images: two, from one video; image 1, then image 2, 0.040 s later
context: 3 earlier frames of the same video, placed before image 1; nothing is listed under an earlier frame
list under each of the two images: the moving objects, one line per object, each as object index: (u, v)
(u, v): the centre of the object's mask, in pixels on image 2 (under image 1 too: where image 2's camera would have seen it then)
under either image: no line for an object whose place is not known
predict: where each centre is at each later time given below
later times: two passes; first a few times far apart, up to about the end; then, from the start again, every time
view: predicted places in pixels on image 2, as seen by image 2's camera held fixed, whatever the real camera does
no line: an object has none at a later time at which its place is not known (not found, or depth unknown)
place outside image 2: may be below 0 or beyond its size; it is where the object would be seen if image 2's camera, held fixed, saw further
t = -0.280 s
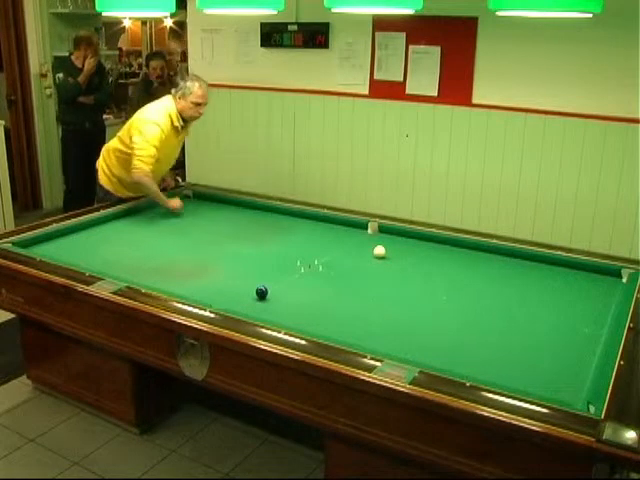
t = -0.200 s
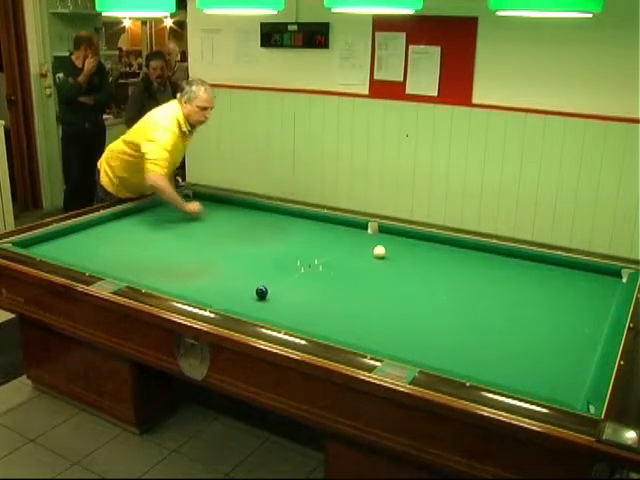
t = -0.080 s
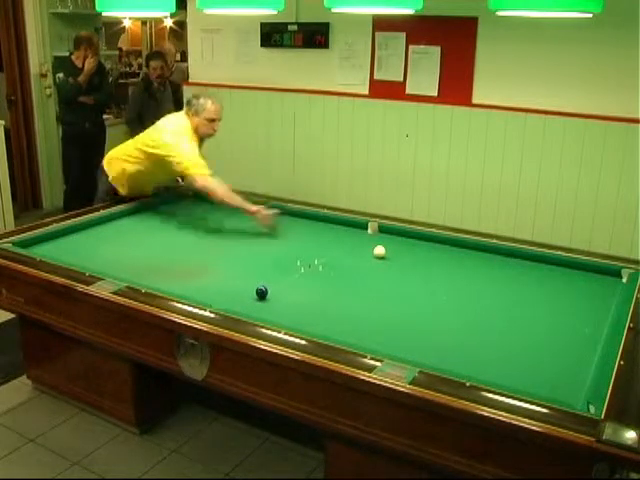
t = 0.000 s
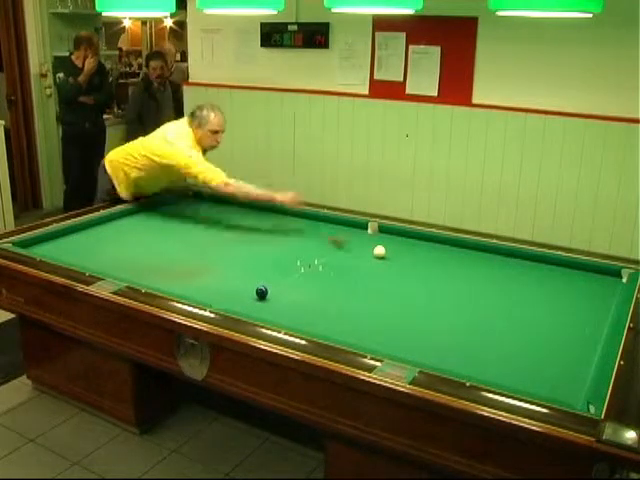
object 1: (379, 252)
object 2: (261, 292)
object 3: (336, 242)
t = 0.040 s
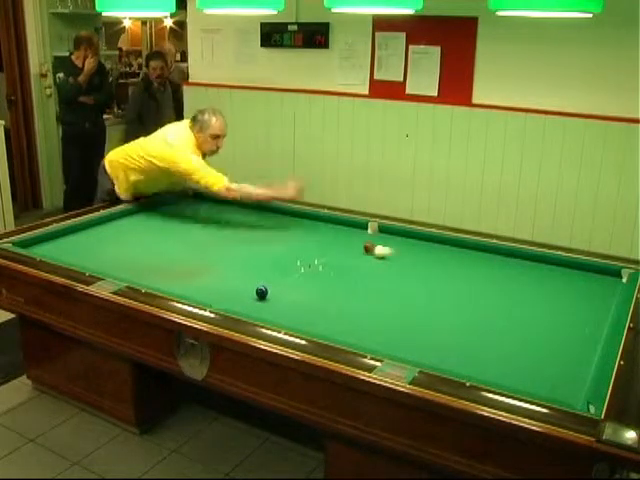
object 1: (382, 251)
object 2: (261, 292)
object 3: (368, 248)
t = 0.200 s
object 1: (531, 281)
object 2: (261, 292)
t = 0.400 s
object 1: (521, 278)
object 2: (261, 292)
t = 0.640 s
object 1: (400, 262)
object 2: (261, 292)
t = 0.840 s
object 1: (380, 271)
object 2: (261, 292)
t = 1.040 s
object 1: (351, 276)
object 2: (261, 292)
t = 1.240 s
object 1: (319, 280)
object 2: (261, 292)
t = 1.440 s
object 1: (286, 284)
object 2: (261, 292)
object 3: (192, 201)
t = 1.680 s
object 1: (248, 286)
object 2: (258, 296)
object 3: (216, 209)
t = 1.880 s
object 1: (218, 285)
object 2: (253, 301)
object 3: (236, 216)
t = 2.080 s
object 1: (189, 285)
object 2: (247, 307)
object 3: (257, 223)
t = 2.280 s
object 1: (161, 282)
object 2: (244, 309)
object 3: (279, 231)
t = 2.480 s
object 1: (138, 279)
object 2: (245, 310)
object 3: (303, 239)
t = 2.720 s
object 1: (129, 273)
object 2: (251, 310)
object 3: (333, 250)
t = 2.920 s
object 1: (123, 270)
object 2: (256, 309)
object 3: (361, 260)
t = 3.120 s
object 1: (116, 265)
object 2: (261, 308)
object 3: (390, 269)
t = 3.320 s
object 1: (110, 261)
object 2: (265, 307)
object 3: (421, 280)
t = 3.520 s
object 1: (105, 256)
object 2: (269, 305)
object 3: (454, 291)
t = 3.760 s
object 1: (100, 252)
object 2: (273, 304)
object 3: (497, 306)
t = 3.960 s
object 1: (94, 248)
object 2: (276, 303)
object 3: (535, 320)
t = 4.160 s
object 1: (89, 244)
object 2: (279, 302)
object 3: (576, 334)
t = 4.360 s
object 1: (85, 240)
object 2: (281, 300)
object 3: (584, 339)
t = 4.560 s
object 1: (81, 238)
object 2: (283, 300)
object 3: (555, 336)
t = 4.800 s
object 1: (77, 233)
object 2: (285, 298)
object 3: (522, 332)
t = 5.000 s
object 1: (74, 231)
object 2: (286, 298)
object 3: (496, 329)
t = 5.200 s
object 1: (76, 230)
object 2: (287, 298)
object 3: (470, 326)
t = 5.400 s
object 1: (82, 230)
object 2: (287, 297)
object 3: (445, 322)
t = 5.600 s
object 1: (87, 230)
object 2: (287, 297)
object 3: (422, 319)
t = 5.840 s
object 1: (93, 231)
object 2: (287, 297)
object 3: (394, 316)
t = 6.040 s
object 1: (96, 231)
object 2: (287, 297)
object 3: (372, 313)
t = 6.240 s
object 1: (101, 231)
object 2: (287, 297)
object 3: (351, 310)
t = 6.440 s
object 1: (105, 231)
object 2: (287, 297)
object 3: (330, 307)
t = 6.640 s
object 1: (109, 231)
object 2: (287, 297)
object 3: (311, 305)
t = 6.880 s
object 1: (113, 232)
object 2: (284, 294)
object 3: (289, 302)
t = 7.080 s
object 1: (116, 231)
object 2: (282, 292)
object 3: (275, 303)
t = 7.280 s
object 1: (118, 232)
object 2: (278, 289)
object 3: (261, 303)
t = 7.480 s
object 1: (120, 232)
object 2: (274, 287)
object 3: (247, 304)
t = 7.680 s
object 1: (121, 232)
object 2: (271, 284)
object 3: (234, 303)
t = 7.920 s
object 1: (122, 232)
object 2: (267, 281)
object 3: (219, 302)
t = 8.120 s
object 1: (124, 232)
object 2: (265, 279)
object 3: (209, 301)
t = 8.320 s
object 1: (124, 232)
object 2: (263, 276)
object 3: (205, 300)
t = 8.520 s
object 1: (124, 232)
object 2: (260, 275)
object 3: (200, 297)
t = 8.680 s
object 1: (124, 232)
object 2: (259, 273)
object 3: (197, 295)
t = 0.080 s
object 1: (417, 255)
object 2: (261, 292)
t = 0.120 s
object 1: (453, 263)
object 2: (261, 292)
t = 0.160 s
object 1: (492, 274)
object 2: (261, 292)
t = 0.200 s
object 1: (531, 281)
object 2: (261, 292)
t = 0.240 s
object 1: (572, 291)
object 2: (261, 292)
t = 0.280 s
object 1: (609, 298)
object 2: (261, 292)
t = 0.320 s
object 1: (582, 289)
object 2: (261, 292)
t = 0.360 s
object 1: (552, 282)
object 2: (261, 292)
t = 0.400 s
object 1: (521, 278)
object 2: (261, 292)
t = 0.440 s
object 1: (490, 275)
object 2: (261, 292)
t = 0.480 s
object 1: (463, 267)
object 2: (261, 292)
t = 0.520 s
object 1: (437, 264)
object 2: (261, 292)
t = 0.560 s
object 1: (411, 259)
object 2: (261, 292)
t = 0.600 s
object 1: (404, 259)
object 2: (261, 292)
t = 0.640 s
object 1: (400, 262)
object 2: (261, 292)
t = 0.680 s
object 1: (397, 264)
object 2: (261, 292)
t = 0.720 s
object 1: (393, 266)
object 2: (261, 292)
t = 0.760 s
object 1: (390, 267)
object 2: (261, 292)
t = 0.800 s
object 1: (385, 269)
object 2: (261, 292)
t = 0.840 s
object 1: (380, 271)
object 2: (261, 292)
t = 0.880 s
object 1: (375, 272)
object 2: (261, 292)
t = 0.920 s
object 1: (369, 274)
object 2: (261, 292)
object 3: (275, 218)
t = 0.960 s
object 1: (364, 275)
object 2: (261, 292)
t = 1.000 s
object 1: (358, 275)
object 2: (261, 292)
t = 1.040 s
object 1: (351, 276)
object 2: (261, 292)
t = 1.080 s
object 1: (344, 277)
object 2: (261, 292)
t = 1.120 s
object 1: (338, 278)
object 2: (261, 292)
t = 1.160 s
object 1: (332, 279)
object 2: (261, 292)
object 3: (220, 202)
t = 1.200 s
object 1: (326, 279)
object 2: (261, 292)
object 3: (213, 200)
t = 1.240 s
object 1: (319, 280)
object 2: (261, 292)
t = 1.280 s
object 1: (312, 281)
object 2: (261, 292)
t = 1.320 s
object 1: (305, 282)
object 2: (261, 292)
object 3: (185, 195)
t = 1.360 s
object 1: (299, 282)
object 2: (261, 292)
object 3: (183, 196)
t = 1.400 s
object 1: (293, 283)
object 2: (261, 292)
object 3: (187, 199)
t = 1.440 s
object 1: (286, 284)
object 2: (261, 292)
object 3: (192, 201)
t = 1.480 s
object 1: (279, 285)
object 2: (261, 292)
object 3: (196, 203)
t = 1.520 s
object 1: (272, 286)
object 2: (261, 292)
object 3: (200, 204)
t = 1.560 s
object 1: (266, 285)
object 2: (261, 293)
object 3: (205, 205)
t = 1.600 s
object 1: (260, 283)
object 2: (260, 294)
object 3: (209, 207)
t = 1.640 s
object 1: (253, 285)
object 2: (259, 295)
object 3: (212, 208)
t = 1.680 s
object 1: (248, 286)
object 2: (258, 296)
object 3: (216, 209)
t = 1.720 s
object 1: (241, 286)
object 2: (257, 297)
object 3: (220, 210)
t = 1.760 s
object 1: (236, 285)
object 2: (256, 298)
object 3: (224, 212)
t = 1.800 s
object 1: (230, 286)
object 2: (255, 299)
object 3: (228, 213)
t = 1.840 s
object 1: (224, 286)
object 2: (254, 300)
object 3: (232, 214)
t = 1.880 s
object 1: (218, 285)
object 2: (253, 301)
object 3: (236, 216)
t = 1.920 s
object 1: (212, 285)
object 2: (251, 303)
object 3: (240, 217)
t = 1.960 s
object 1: (207, 285)
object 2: (250, 305)
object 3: (244, 219)
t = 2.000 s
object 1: (201, 285)
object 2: (249, 305)
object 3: (248, 220)
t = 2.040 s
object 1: (195, 285)
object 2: (249, 306)
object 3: (252, 222)
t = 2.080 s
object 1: (189, 285)
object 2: (247, 307)
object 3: (257, 223)
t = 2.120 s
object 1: (183, 285)
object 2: (247, 307)
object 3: (261, 225)
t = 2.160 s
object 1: (178, 285)
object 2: (246, 308)
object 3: (266, 226)
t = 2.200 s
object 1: (172, 283)
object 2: (246, 308)
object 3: (270, 228)
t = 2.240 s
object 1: (167, 282)
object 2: (245, 309)
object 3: (275, 229)
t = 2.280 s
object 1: (161, 282)
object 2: (244, 309)
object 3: (279, 231)
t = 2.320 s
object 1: (156, 282)
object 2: (242, 310)
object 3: (283, 232)
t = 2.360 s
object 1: (150, 282)
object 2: (242, 310)
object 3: (289, 234)
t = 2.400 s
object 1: (145, 281)
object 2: (242, 310)
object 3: (293, 235)
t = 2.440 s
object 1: (140, 280)
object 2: (244, 310)
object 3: (298, 237)
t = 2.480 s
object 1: (138, 279)
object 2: (245, 310)
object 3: (303, 239)
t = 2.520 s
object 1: (137, 278)
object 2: (246, 310)
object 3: (308, 240)
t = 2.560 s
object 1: (136, 278)
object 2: (247, 311)
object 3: (313, 242)
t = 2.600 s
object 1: (134, 277)
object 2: (248, 310)
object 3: (318, 245)
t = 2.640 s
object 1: (133, 276)
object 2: (249, 310)
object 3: (323, 246)
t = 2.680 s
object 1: (131, 275)
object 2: (250, 310)
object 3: (328, 248)
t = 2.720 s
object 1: (129, 273)
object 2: (251, 310)
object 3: (333, 250)
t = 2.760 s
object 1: (128, 272)
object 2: (252, 309)
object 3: (339, 252)
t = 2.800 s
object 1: (127, 271)
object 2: (253, 309)
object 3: (344, 254)
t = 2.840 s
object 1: (126, 271)
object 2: (254, 309)
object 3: (350, 255)
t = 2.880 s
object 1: (124, 270)
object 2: (255, 310)
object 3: (356, 258)
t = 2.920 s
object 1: (123, 270)
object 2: (256, 309)
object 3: (361, 260)
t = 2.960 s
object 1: (121, 269)
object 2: (257, 309)
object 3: (367, 262)
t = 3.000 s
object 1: (120, 268)
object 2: (258, 309)
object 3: (372, 263)
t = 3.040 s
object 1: (118, 267)
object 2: (259, 309)
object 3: (378, 265)
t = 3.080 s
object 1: (118, 267)
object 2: (260, 308)
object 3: (384, 267)
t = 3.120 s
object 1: (116, 265)
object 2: (261, 308)
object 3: (390, 269)
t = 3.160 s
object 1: (115, 265)
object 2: (262, 308)
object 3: (396, 271)
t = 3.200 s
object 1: (114, 263)
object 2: (263, 308)
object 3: (402, 273)
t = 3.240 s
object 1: (112, 263)
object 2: (263, 307)
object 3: (408, 275)
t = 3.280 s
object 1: (111, 262)
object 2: (264, 307)
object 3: (414, 278)
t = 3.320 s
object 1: (110, 261)
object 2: (265, 307)
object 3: (421, 280)
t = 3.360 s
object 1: (109, 260)
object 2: (266, 306)
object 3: (427, 282)
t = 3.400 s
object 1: (107, 259)
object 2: (267, 306)
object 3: (434, 284)
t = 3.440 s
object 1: (106, 258)
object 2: (268, 306)
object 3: (441, 286)
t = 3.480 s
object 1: (105, 257)
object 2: (268, 306)
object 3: (447, 289)
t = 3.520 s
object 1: (105, 256)
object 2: (269, 305)
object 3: (454, 291)
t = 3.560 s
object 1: (103, 255)
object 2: (270, 305)
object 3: (461, 294)
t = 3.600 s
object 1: (102, 255)
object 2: (270, 305)
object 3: (468, 296)
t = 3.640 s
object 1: (101, 254)
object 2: (271, 304)
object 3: (475, 299)
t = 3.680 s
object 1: (101, 254)
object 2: (272, 304)
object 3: (482, 301)
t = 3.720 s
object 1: (100, 252)
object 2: (273, 304)
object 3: (489, 304)
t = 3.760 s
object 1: (100, 252)
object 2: (273, 304)
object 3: (497, 306)
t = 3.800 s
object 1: (98, 251)
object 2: (274, 303)
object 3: (504, 309)
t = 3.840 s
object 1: (97, 250)
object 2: (275, 303)
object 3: (512, 311)
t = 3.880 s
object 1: (97, 250)
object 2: (275, 303)
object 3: (519, 314)
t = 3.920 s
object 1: (95, 248)
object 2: (276, 303)
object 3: (527, 317)
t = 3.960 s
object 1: (94, 248)
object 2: (276, 303)
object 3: (535, 320)
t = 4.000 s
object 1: (93, 247)
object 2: (277, 302)
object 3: (543, 322)
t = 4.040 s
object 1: (92, 246)
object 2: (278, 302)
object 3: (552, 327)
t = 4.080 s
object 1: (91, 245)
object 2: (278, 302)
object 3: (560, 328)
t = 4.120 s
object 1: (91, 245)
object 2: (278, 302)
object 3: (568, 331)
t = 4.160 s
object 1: (89, 244)
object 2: (279, 302)
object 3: (576, 334)
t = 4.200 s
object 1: (88, 243)
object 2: (280, 301)
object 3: (584, 337)
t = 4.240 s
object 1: (88, 243)
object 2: (280, 301)
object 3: (593, 340)
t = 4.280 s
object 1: (87, 242)
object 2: (280, 301)
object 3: (597, 342)
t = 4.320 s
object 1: (86, 241)
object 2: (281, 300)
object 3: (590, 341)
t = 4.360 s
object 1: (85, 240)
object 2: (281, 300)
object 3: (584, 339)
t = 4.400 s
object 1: (85, 240)
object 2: (281, 300)
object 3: (578, 338)
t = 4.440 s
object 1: (84, 239)
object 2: (282, 300)
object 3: (572, 338)
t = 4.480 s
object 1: (84, 239)
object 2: (282, 300)
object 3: (567, 337)
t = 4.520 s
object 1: (82, 238)
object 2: (283, 300)
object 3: (561, 337)
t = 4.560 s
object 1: (81, 238)
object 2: (283, 300)
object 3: (555, 336)
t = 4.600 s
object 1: (81, 237)
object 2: (283, 299)
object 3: (549, 336)
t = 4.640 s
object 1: (80, 236)
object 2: (284, 299)
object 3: (544, 335)
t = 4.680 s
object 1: (79, 235)
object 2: (284, 299)
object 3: (538, 334)
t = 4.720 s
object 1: (78, 235)
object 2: (284, 299)
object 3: (532, 334)
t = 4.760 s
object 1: (78, 235)
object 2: (285, 299)
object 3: (527, 332)
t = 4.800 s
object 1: (77, 233)
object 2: (285, 298)
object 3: (522, 332)
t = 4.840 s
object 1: (76, 233)
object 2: (285, 298)
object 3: (517, 331)
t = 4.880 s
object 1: (76, 232)
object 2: (285, 298)
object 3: (511, 331)
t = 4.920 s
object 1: (75, 232)
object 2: (286, 298)
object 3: (506, 330)
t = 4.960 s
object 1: (75, 231)
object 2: (286, 298)
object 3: (501, 330)
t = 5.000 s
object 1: (74, 231)
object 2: (286, 298)
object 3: (496, 329)
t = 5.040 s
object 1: (73, 230)
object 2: (286, 298)
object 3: (490, 329)
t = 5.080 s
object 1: (73, 230)
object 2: (286, 298)
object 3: (485, 328)
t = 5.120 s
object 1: (74, 230)
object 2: (286, 298)
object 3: (480, 328)
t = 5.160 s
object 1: (74, 230)
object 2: (286, 298)
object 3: (475, 327)
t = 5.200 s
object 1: (76, 230)
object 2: (287, 298)
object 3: (470, 326)
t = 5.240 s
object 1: (77, 230)
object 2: (287, 298)
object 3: (465, 326)
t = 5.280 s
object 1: (78, 230)
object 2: (287, 298)
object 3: (460, 324)
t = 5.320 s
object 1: (79, 230)
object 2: (287, 297)
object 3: (455, 324)
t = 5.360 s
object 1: (81, 230)
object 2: (287, 297)
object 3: (450, 323)
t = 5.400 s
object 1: (82, 230)
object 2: (287, 297)
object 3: (445, 322)
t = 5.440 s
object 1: (83, 230)
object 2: (287, 297)
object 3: (440, 322)
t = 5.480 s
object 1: (84, 230)
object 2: (287, 297)
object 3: (436, 321)
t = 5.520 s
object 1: (85, 230)
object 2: (287, 297)
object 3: (431, 320)
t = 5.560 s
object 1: (86, 230)
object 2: (287, 297)
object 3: (426, 320)
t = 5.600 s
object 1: (87, 230)
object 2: (287, 297)
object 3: (422, 319)
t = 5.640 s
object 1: (88, 231)
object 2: (287, 297)
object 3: (417, 318)
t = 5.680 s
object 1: (89, 230)
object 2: (287, 297)
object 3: (412, 318)
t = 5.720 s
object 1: (90, 230)
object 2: (287, 297)
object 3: (408, 318)
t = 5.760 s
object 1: (91, 230)
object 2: (287, 297)
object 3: (403, 317)
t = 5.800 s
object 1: (91, 231)
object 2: (287, 297)
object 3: (398, 316)
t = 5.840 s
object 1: (93, 231)
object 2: (287, 297)
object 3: (394, 316)
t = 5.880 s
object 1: (93, 231)
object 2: (287, 297)
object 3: (389, 315)
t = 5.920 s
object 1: (94, 231)
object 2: (287, 297)
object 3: (385, 314)
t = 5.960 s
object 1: (95, 231)
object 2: (287, 297)
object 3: (381, 314)
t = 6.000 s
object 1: (96, 231)
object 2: (287, 297)
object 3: (376, 314)
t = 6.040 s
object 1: (96, 231)
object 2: (287, 297)
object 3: (372, 313)
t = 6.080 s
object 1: (98, 231)
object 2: (287, 297)
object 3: (368, 312)
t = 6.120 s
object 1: (99, 231)
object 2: (287, 297)
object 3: (363, 312)
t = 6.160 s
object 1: (100, 231)
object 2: (287, 297)
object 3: (359, 311)
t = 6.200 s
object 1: (101, 231)
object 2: (287, 297)
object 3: (355, 311)
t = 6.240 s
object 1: (101, 231)
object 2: (287, 297)
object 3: (351, 310)
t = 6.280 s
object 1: (102, 231)
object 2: (287, 297)
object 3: (347, 309)
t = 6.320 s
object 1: (103, 231)
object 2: (287, 297)
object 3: (343, 309)
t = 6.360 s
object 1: (103, 231)
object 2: (287, 297)
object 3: (338, 308)
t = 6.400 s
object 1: (105, 231)
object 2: (287, 297)
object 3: (334, 308)
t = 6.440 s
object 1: (105, 231)
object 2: (287, 297)
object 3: (330, 307)
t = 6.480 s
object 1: (106, 231)
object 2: (287, 297)
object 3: (326, 307)
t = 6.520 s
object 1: (107, 231)
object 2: (287, 297)
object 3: (322, 306)
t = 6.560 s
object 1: (108, 231)
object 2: (287, 297)
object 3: (318, 306)
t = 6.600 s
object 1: (109, 231)
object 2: (287, 297)
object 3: (315, 305)
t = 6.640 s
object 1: (109, 231)
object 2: (287, 297)
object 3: (311, 305)
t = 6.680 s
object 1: (109, 231)
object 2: (287, 297)
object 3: (307, 304)
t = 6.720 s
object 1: (110, 231)
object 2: (287, 297)
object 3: (303, 304)
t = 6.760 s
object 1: (111, 231)
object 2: (287, 297)
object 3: (299, 303)
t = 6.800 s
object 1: (112, 231)
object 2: (286, 296)
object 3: (295, 302)
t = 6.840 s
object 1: (112, 232)
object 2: (286, 295)
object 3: (292, 302)
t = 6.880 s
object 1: (113, 232)
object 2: (284, 294)
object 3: (289, 302)
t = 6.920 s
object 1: (113, 231)
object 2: (284, 293)
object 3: (286, 302)
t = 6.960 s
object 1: (114, 232)
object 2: (284, 292)
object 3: (283, 302)
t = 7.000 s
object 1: (114, 231)
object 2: (283, 291)
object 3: (281, 302)
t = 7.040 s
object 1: (114, 232)
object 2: (283, 292)
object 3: (278, 302)
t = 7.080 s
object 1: (116, 231)
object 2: (282, 292)
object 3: (275, 303)
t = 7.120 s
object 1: (117, 231)
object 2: (281, 292)
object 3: (272, 303)
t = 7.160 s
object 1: (117, 232)
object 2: (280, 291)
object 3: (269, 303)
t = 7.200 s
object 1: (118, 232)
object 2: (279, 291)
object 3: (266, 303)
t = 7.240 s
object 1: (118, 232)
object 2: (279, 290)
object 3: (263, 303)
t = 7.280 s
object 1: (118, 232)
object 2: (278, 289)
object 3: (261, 303)
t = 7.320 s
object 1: (118, 232)
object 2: (277, 289)
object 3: (258, 303)
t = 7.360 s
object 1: (119, 232)
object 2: (276, 288)
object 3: (255, 303)
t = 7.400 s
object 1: (119, 232)
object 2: (276, 288)
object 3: (252, 303)
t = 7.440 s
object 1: (119, 232)
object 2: (275, 287)
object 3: (250, 304)
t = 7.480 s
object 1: (120, 232)
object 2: (274, 287)
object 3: (247, 304)
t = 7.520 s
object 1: (120, 232)
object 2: (273, 286)
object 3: (245, 303)
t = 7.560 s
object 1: (120, 232)
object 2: (273, 286)
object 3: (242, 303)
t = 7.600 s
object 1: (120, 232)
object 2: (272, 285)
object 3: (239, 303)
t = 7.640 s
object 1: (121, 232)
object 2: (272, 285)
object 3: (237, 303)
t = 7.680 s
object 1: (121, 232)
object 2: (271, 284)
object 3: (234, 303)
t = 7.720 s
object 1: (121, 232)
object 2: (271, 284)
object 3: (231, 303)
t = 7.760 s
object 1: (121, 232)
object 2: (269, 283)
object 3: (229, 303)
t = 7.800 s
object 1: (122, 232)
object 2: (269, 282)
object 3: (226, 302)
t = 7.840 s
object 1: (122, 232)
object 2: (268, 282)
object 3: (224, 302)
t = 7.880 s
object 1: (122, 232)
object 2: (268, 282)
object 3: (221, 302)
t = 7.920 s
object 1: (122, 232)
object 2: (267, 281)
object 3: (219, 302)
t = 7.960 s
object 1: (123, 232)
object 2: (267, 280)
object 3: (216, 302)
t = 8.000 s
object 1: (123, 232)
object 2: (266, 280)
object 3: (214, 302)
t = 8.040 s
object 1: (123, 232)
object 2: (265, 279)
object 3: (213, 302)
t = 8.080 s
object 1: (123, 232)
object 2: (265, 279)
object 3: (211, 302)
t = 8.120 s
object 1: (124, 232)
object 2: (265, 279)
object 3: (209, 301)
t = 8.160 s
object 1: (124, 232)
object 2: (265, 278)
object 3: (206, 301)
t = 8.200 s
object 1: (124, 232)
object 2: (264, 278)
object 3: (206, 301)
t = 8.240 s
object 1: (124, 232)
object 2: (264, 278)
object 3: (206, 301)
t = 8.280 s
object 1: (124, 232)
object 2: (263, 277)
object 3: (205, 300)
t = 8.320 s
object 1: (124, 232)
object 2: (263, 276)
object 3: (205, 300)
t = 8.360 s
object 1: (124, 232)
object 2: (262, 276)
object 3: (204, 299)
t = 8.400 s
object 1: (124, 232)
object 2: (261, 276)
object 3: (202, 298)
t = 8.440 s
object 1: (124, 232)
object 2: (261, 276)
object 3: (202, 298)
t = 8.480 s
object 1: (124, 232)
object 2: (261, 275)
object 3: (201, 297)
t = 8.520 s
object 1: (124, 232)
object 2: (260, 275)
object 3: (200, 297)
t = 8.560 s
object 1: (124, 232)
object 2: (260, 274)
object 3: (199, 296)
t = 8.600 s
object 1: (124, 232)
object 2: (260, 274)
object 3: (198, 296)
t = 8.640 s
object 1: (124, 232)
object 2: (259, 273)
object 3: (198, 296)
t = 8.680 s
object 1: (124, 232)
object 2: (259, 273)
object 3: (197, 295)
